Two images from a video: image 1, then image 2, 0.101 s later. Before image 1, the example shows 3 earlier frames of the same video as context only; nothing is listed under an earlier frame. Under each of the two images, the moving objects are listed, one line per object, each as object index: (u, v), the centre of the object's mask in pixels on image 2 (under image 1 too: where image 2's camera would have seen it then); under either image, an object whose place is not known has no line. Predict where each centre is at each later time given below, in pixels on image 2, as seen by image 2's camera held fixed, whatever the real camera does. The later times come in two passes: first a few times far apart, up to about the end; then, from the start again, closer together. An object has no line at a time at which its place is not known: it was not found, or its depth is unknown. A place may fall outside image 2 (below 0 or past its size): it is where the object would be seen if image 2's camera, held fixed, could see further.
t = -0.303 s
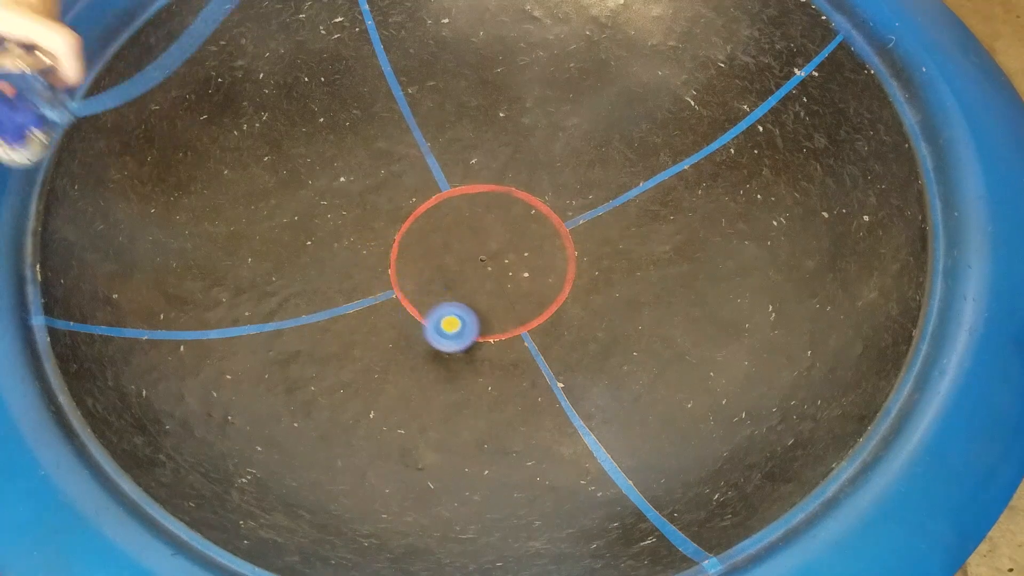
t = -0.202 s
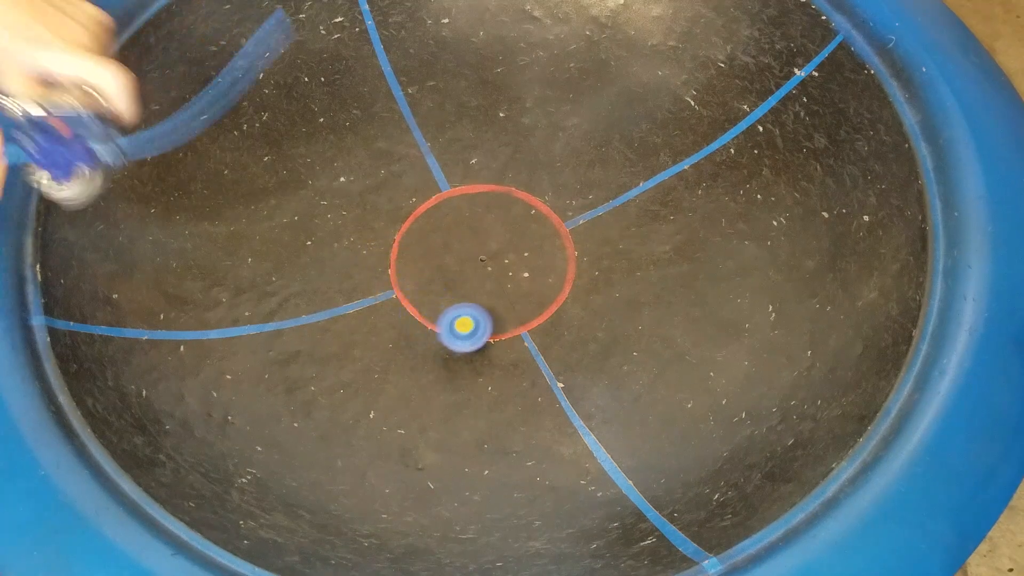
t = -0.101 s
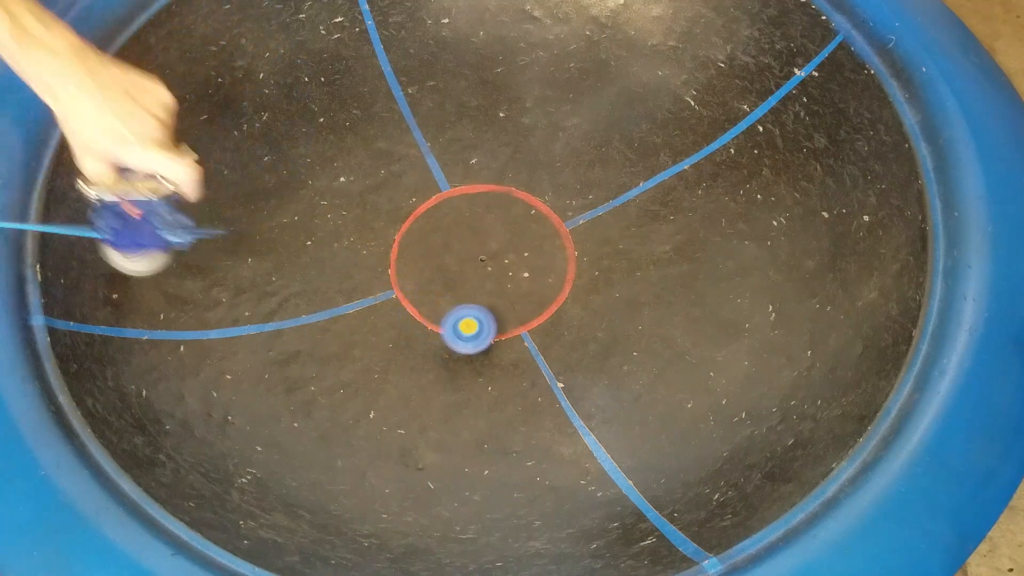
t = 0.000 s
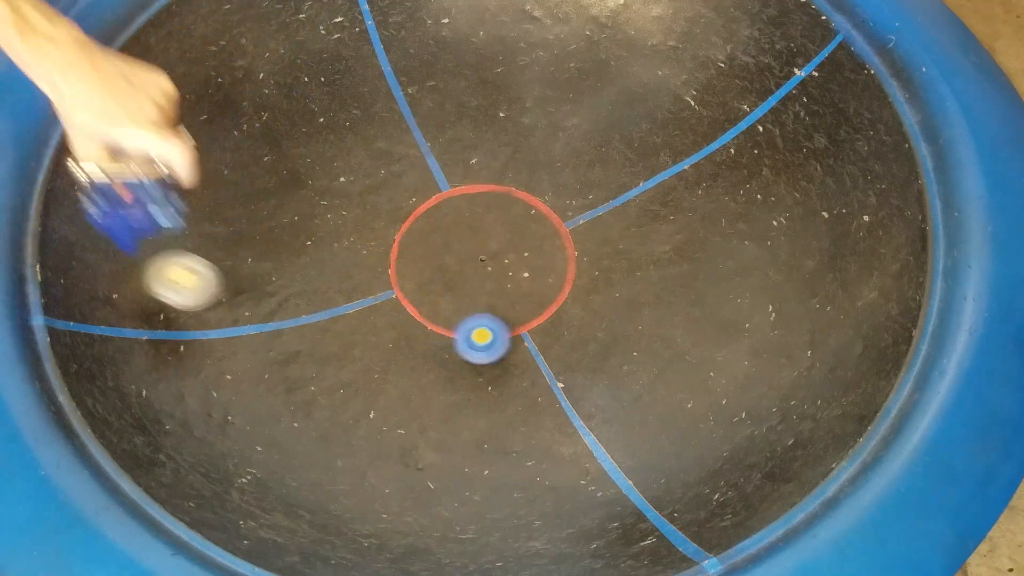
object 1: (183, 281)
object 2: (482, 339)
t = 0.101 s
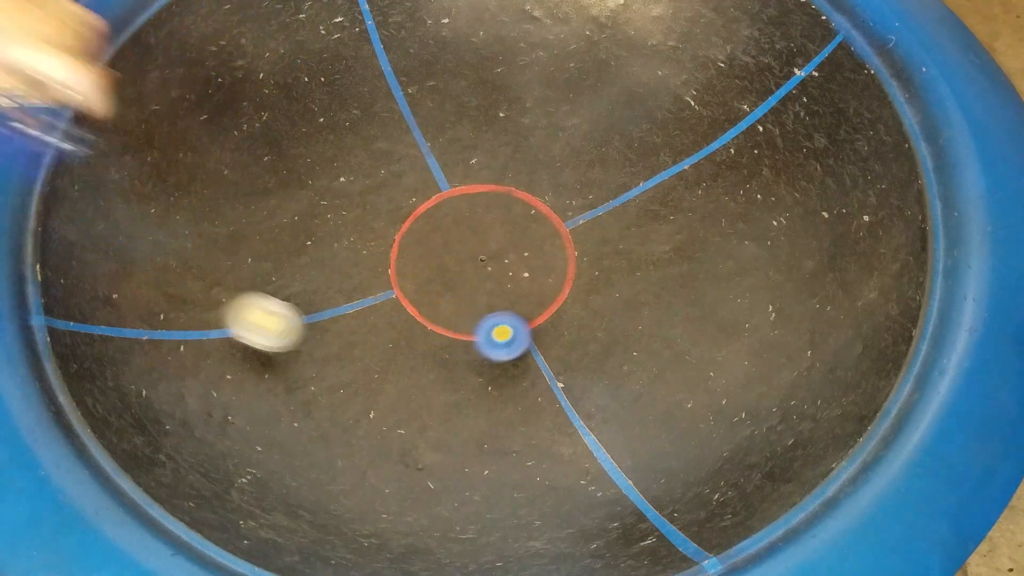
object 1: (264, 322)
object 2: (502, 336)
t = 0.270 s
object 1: (400, 337)
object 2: (533, 329)
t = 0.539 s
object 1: (484, 281)
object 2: (567, 320)
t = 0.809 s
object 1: (524, 233)
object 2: (576, 314)
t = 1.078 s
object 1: (552, 202)
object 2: (569, 286)
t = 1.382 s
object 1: (562, 199)
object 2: (562, 293)
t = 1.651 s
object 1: (587, 210)
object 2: (567, 283)
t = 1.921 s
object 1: (577, 207)
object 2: (570, 290)
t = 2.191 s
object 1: (577, 209)
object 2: (566, 296)
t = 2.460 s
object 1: (554, 233)
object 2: (565, 299)
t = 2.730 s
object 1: (529, 259)
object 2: (570, 299)
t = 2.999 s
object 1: (509, 282)
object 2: (569, 301)
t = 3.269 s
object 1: (473, 294)
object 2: (569, 299)
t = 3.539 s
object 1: (436, 297)
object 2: (570, 299)
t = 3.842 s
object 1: (387, 299)
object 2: (568, 290)
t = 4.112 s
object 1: (361, 292)
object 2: (571, 285)
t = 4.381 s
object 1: (348, 309)
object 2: (574, 285)
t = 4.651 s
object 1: (351, 293)
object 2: (567, 271)
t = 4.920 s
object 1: (357, 294)
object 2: (553, 261)
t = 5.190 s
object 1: (379, 300)
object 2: (537, 264)
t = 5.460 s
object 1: (392, 303)
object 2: (536, 265)
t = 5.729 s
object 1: (391, 304)
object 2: (536, 265)
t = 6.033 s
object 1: (393, 303)
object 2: (531, 262)
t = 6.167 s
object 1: (389, 302)
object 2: (526, 261)
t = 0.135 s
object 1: (294, 331)
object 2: (510, 334)
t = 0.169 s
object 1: (325, 337)
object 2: (517, 332)
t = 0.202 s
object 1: (354, 339)
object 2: (524, 331)
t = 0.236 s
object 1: (379, 338)
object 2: (529, 331)
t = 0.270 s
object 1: (400, 337)
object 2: (533, 329)
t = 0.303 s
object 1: (419, 333)
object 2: (538, 326)
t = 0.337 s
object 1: (435, 327)
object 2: (542, 323)
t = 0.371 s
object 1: (445, 320)
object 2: (547, 320)
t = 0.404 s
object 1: (454, 313)
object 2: (550, 320)
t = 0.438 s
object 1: (463, 306)
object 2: (554, 321)
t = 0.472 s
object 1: (470, 299)
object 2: (561, 321)
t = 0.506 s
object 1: (477, 290)
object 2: (565, 321)
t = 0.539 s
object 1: (484, 281)
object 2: (567, 320)
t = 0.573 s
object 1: (490, 272)
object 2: (567, 319)
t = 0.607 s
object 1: (497, 262)
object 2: (567, 316)
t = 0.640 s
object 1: (504, 253)
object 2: (569, 314)
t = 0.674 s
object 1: (511, 247)
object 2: (572, 313)
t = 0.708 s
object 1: (515, 243)
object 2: (571, 313)
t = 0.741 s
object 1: (518, 240)
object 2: (570, 314)
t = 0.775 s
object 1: (519, 237)
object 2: (573, 315)
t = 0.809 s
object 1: (524, 233)
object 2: (576, 314)
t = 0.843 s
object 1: (530, 229)
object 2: (576, 310)
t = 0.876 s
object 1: (536, 225)
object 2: (575, 305)
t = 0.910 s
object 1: (542, 220)
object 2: (576, 302)
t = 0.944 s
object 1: (546, 214)
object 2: (577, 298)
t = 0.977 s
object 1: (548, 209)
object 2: (574, 296)
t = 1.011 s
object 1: (550, 205)
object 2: (570, 292)
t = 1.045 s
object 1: (551, 203)
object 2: (568, 288)
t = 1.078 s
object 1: (552, 202)
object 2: (569, 286)
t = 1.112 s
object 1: (553, 203)
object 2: (570, 288)
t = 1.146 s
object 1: (555, 204)
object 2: (571, 291)
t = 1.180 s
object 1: (557, 203)
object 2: (573, 291)
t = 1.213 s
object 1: (560, 199)
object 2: (574, 289)
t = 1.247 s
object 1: (562, 196)
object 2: (573, 288)
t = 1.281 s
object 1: (562, 196)
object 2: (569, 285)
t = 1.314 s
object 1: (562, 196)
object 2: (563, 286)
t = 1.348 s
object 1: (562, 198)
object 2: (561, 289)
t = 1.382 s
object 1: (562, 199)
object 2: (562, 293)
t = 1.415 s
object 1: (564, 201)
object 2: (564, 294)
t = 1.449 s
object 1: (568, 204)
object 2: (568, 293)
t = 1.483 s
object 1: (573, 207)
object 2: (569, 292)
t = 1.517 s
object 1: (577, 209)
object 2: (571, 288)
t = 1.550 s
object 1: (580, 210)
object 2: (571, 284)
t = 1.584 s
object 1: (582, 210)
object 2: (569, 283)
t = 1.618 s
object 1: (584, 210)
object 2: (567, 282)
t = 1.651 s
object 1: (587, 210)
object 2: (567, 283)
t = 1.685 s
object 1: (589, 208)
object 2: (568, 282)
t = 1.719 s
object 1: (587, 206)
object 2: (568, 282)
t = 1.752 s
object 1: (586, 205)
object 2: (568, 283)
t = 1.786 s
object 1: (585, 205)
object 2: (565, 286)
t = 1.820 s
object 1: (583, 205)
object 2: (563, 290)
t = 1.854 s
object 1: (581, 206)
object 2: (565, 292)
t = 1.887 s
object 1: (578, 207)
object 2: (567, 291)
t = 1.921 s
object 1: (577, 207)
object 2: (570, 290)
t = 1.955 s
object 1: (579, 205)
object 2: (571, 286)
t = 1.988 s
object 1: (582, 205)
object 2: (569, 284)
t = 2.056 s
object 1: (582, 206)
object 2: (565, 286)
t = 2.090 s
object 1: (581, 207)
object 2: (564, 292)
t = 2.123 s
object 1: (580, 207)
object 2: (564, 294)
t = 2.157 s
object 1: (578, 208)
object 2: (565, 295)
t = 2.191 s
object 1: (577, 209)
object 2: (566, 296)
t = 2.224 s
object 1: (575, 213)
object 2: (567, 296)
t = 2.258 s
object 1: (573, 217)
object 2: (568, 297)
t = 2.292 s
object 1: (569, 220)
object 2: (570, 299)
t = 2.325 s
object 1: (565, 223)
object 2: (574, 299)
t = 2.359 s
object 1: (563, 227)
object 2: (575, 298)
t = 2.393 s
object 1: (560, 230)
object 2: (573, 297)
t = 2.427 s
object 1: (557, 231)
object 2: (567, 298)
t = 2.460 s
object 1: (554, 233)
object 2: (565, 299)
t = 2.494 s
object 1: (551, 235)
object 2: (565, 300)
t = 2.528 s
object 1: (548, 239)
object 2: (564, 302)
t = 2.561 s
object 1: (545, 243)
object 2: (564, 304)
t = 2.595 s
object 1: (542, 247)
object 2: (568, 305)
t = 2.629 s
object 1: (539, 250)
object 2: (568, 304)
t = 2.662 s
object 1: (537, 253)
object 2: (567, 300)
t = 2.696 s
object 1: (533, 256)
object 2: (568, 298)
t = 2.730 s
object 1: (529, 259)
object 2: (570, 299)
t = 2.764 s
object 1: (525, 263)
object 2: (571, 299)
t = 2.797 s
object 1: (521, 266)
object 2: (571, 299)
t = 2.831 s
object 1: (517, 269)
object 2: (570, 299)
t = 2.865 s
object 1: (516, 273)
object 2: (572, 299)
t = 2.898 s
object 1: (516, 276)
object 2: (572, 299)
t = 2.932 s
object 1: (514, 278)
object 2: (569, 300)
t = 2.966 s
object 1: (512, 280)
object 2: (569, 301)
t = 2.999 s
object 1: (509, 282)
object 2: (569, 301)
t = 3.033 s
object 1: (505, 284)
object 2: (570, 300)
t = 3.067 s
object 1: (502, 287)
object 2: (571, 298)
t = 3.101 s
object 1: (499, 290)
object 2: (569, 297)
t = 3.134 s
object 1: (493, 292)
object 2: (567, 297)
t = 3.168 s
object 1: (488, 293)
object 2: (567, 298)
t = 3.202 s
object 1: (482, 294)
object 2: (569, 299)
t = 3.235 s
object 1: (478, 294)
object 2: (570, 299)
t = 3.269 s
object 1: (473, 294)
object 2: (569, 299)
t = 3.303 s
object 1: (468, 295)
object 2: (570, 299)
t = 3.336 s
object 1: (464, 295)
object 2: (570, 299)
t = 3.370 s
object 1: (460, 296)
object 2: (570, 299)
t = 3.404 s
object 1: (455, 297)
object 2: (570, 299)
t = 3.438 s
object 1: (450, 297)
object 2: (570, 299)
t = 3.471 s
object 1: (445, 298)
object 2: (570, 299)
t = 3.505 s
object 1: (441, 298)
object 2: (570, 299)
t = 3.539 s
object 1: (436, 297)
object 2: (570, 299)
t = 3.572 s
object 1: (430, 297)
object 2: (571, 298)
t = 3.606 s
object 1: (424, 296)
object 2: (569, 298)
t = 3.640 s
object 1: (420, 296)
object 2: (567, 298)
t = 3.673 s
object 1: (415, 298)
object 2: (568, 298)
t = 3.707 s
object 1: (410, 298)
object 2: (572, 299)
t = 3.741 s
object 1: (405, 301)
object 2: (576, 298)
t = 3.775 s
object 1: (398, 302)
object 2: (574, 297)
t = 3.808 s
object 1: (391, 301)
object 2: (570, 294)
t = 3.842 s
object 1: (387, 299)
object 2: (568, 290)
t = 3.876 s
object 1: (383, 297)
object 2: (570, 286)
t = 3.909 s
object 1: (378, 297)
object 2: (570, 286)
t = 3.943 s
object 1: (374, 297)
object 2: (568, 288)
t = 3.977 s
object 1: (371, 297)
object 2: (567, 292)
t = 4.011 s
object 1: (369, 296)
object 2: (567, 292)
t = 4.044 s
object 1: (367, 295)
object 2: (567, 291)
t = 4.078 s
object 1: (364, 294)
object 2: (569, 289)
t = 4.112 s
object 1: (361, 292)
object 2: (571, 285)
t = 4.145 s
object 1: (358, 291)
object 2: (570, 284)
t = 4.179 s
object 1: (354, 291)
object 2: (569, 284)
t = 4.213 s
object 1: (349, 294)
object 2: (567, 284)
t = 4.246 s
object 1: (345, 300)
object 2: (566, 286)
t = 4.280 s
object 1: (343, 306)
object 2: (566, 288)
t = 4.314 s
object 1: (343, 308)
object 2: (570, 290)
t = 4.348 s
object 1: (345, 309)
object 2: (574, 287)
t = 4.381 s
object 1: (348, 309)
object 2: (574, 285)
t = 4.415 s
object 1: (353, 308)
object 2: (569, 283)
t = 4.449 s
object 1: (358, 304)
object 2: (567, 282)
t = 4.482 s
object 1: (359, 301)
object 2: (567, 281)
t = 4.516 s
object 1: (356, 296)
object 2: (568, 277)
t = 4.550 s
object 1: (353, 293)
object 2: (569, 272)
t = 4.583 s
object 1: (351, 292)
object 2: (569, 271)
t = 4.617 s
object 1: (351, 292)
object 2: (569, 271)
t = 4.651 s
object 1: (351, 293)
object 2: (567, 271)
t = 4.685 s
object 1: (351, 293)
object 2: (565, 271)
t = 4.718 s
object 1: (351, 293)
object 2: (564, 271)
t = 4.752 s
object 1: (352, 294)
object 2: (562, 271)
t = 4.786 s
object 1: (352, 294)
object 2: (560, 269)
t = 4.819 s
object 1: (352, 294)
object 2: (559, 266)
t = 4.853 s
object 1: (354, 294)
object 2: (557, 264)
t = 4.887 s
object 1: (355, 294)
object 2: (555, 263)
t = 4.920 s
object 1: (357, 294)
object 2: (553, 261)
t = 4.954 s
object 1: (359, 295)
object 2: (550, 261)
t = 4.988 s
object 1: (361, 295)
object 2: (547, 261)
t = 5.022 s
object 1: (363, 296)
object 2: (545, 262)
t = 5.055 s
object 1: (365, 296)
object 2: (543, 262)
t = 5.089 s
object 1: (368, 296)
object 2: (540, 262)
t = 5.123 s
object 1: (371, 296)
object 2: (538, 263)
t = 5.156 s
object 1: (375, 297)
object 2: (538, 263)
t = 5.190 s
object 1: (379, 300)
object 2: (537, 264)
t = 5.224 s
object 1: (383, 302)
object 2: (537, 264)
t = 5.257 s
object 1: (386, 302)
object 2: (537, 264)
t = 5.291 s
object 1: (389, 302)
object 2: (536, 264)
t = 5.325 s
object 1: (390, 302)
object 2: (536, 264)
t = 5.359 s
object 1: (391, 302)
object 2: (536, 264)
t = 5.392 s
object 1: (391, 303)
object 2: (536, 264)
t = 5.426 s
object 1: (391, 303)
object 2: (536, 265)
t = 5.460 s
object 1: (392, 303)
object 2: (536, 265)
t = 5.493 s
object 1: (392, 303)
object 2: (536, 265)
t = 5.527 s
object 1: (392, 303)
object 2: (536, 265)
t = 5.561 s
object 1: (392, 303)
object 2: (536, 265)
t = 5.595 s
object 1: (392, 303)
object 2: (536, 265)
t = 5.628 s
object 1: (392, 304)
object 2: (536, 265)
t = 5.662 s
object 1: (392, 303)
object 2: (536, 265)
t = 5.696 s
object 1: (391, 303)
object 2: (536, 265)
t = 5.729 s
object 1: (391, 304)
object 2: (536, 265)
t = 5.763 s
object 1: (391, 304)
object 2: (536, 265)
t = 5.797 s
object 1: (391, 304)
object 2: (536, 265)
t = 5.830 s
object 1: (392, 304)
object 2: (536, 264)
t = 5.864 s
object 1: (392, 303)
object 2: (536, 264)
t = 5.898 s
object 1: (391, 303)
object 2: (536, 264)
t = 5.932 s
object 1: (390, 304)
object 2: (535, 263)
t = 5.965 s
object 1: (391, 304)
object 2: (534, 263)
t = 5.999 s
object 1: (392, 304)
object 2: (533, 263)
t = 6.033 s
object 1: (393, 303)
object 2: (531, 262)
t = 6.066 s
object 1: (392, 302)
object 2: (530, 263)
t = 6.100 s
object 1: (390, 303)
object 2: (529, 262)
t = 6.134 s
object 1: (388, 303)
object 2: (528, 261)
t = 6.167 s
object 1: (389, 302)
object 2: (526, 261)
